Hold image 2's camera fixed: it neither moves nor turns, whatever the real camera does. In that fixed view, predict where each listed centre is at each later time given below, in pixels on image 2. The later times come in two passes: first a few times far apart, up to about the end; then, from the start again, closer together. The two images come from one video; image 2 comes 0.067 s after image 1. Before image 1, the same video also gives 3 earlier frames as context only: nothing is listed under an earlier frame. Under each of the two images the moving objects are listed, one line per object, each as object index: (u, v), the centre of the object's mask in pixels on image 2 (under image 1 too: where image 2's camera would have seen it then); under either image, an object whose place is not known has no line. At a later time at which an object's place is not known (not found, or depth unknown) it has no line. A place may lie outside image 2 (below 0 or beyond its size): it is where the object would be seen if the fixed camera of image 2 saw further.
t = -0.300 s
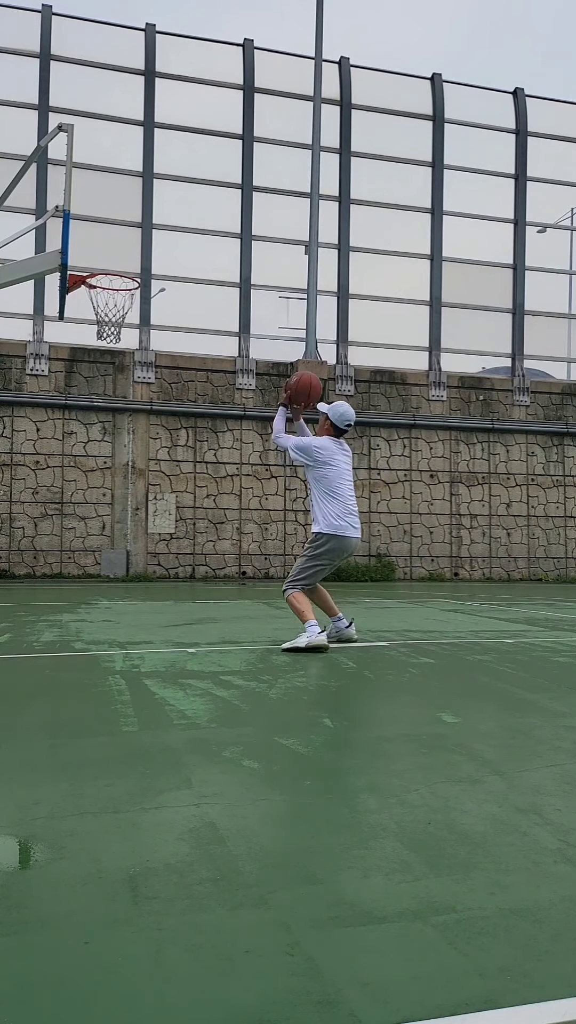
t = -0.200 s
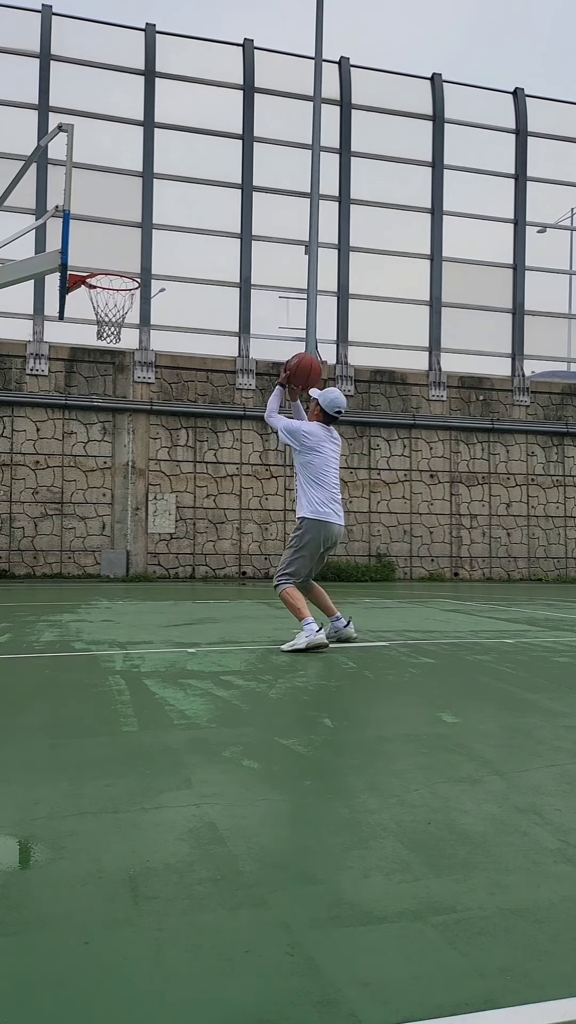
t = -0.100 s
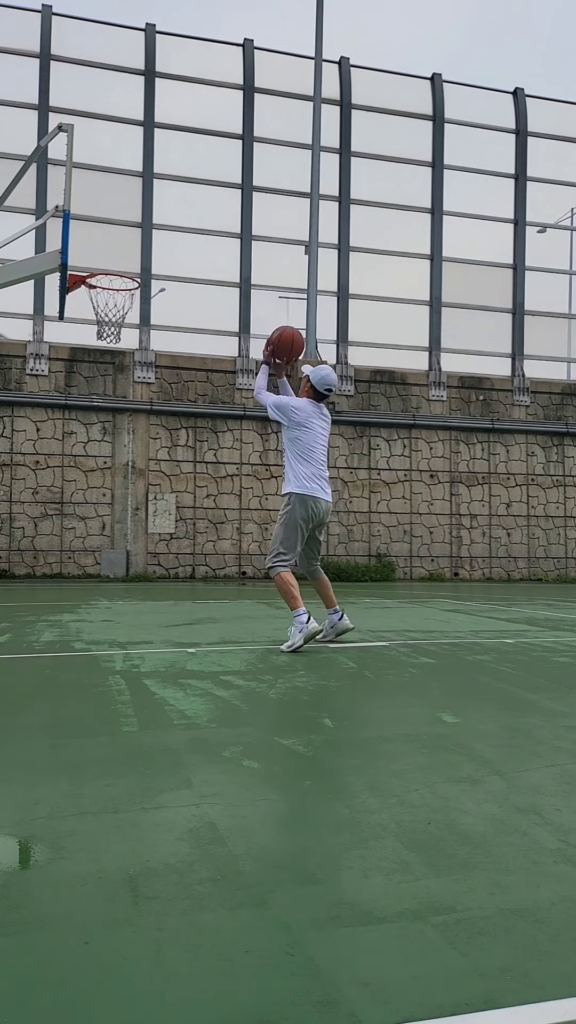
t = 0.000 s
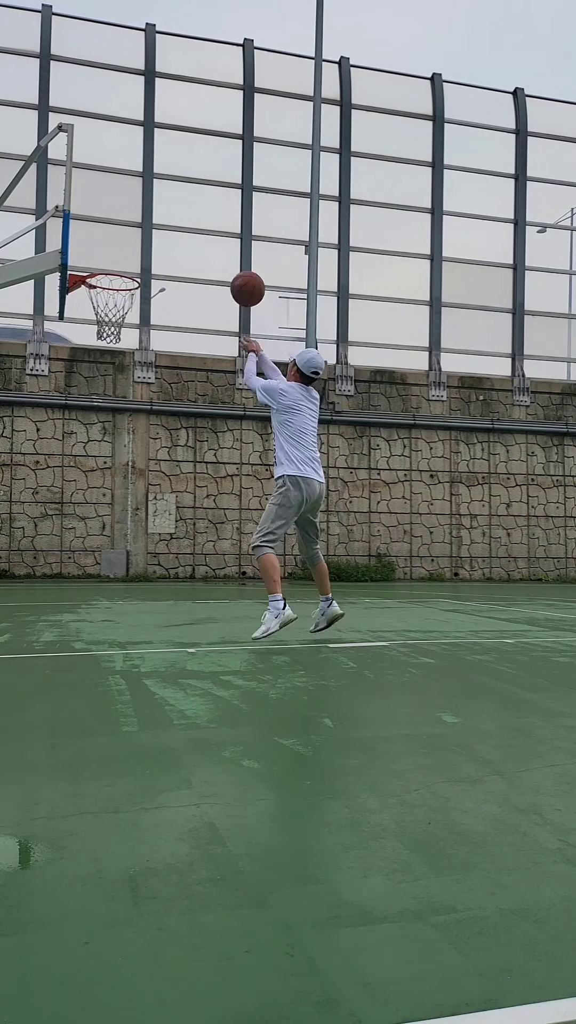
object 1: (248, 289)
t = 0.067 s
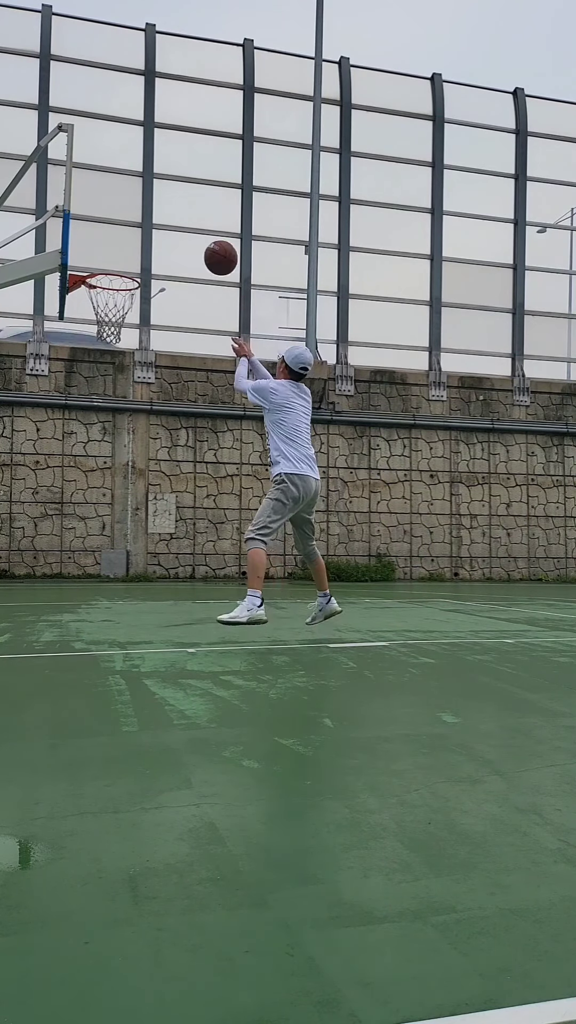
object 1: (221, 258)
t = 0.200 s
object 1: (171, 218)
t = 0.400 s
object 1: (107, 205)
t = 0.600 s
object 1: (102, 240)
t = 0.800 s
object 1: (124, 269)
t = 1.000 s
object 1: (135, 260)
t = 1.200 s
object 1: (142, 287)
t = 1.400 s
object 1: (149, 362)
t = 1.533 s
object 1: (154, 440)
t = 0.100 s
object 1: (208, 245)
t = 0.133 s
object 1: (195, 234)
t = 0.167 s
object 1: (183, 225)
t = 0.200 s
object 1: (171, 218)
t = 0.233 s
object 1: (160, 212)
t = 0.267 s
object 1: (149, 208)
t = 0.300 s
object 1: (138, 205)
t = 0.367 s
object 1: (117, 204)
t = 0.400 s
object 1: (107, 205)
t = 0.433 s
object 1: (97, 208)
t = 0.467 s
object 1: (87, 212)
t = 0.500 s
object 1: (87, 217)
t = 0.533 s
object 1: (92, 224)
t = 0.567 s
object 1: (97, 232)
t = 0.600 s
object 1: (102, 240)
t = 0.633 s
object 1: (106, 250)
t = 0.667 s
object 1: (111, 260)
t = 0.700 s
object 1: (115, 272)
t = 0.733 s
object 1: (119, 276)
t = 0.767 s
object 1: (121, 272)
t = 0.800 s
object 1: (124, 269)
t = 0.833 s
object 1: (127, 268)
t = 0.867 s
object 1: (130, 267)
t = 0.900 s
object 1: (131, 264)
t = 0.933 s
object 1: (132, 262)
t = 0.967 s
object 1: (134, 260)
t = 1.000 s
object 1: (135, 260)
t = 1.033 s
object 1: (136, 262)
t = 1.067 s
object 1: (137, 264)
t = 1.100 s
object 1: (138, 268)
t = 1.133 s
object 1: (140, 273)
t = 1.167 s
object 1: (141, 279)
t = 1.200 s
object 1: (142, 287)
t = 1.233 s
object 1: (143, 296)
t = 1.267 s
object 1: (144, 306)
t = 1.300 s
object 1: (146, 318)
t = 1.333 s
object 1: (147, 331)
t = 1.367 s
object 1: (148, 346)
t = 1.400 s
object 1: (149, 362)
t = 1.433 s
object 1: (150, 379)
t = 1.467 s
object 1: (152, 397)
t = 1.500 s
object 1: (152, 419)
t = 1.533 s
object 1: (154, 440)
